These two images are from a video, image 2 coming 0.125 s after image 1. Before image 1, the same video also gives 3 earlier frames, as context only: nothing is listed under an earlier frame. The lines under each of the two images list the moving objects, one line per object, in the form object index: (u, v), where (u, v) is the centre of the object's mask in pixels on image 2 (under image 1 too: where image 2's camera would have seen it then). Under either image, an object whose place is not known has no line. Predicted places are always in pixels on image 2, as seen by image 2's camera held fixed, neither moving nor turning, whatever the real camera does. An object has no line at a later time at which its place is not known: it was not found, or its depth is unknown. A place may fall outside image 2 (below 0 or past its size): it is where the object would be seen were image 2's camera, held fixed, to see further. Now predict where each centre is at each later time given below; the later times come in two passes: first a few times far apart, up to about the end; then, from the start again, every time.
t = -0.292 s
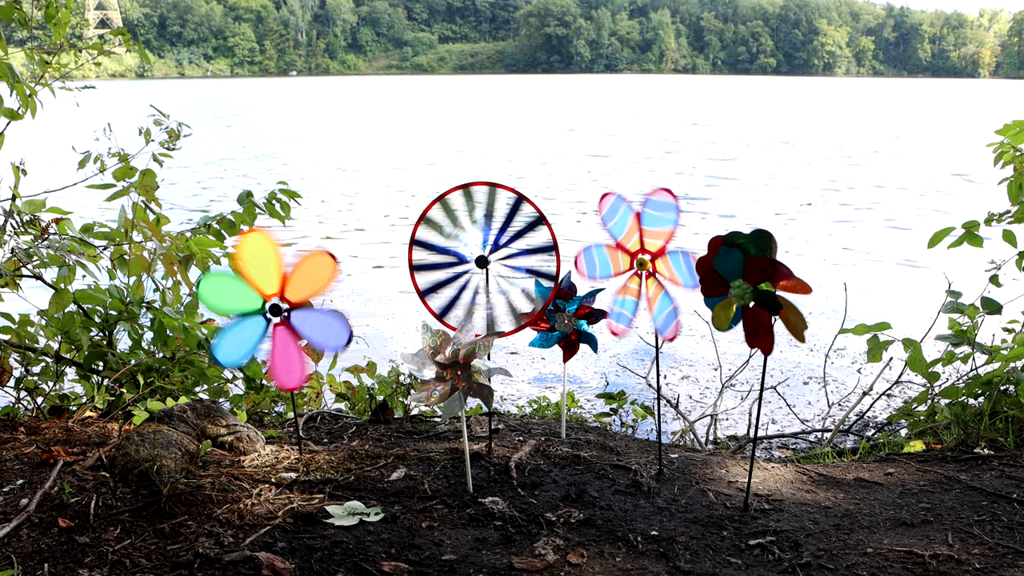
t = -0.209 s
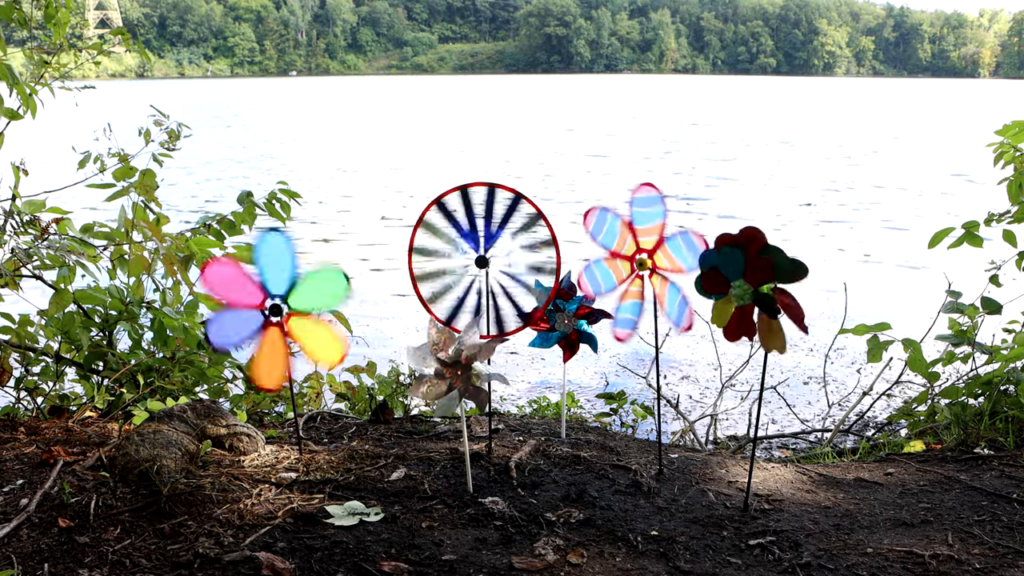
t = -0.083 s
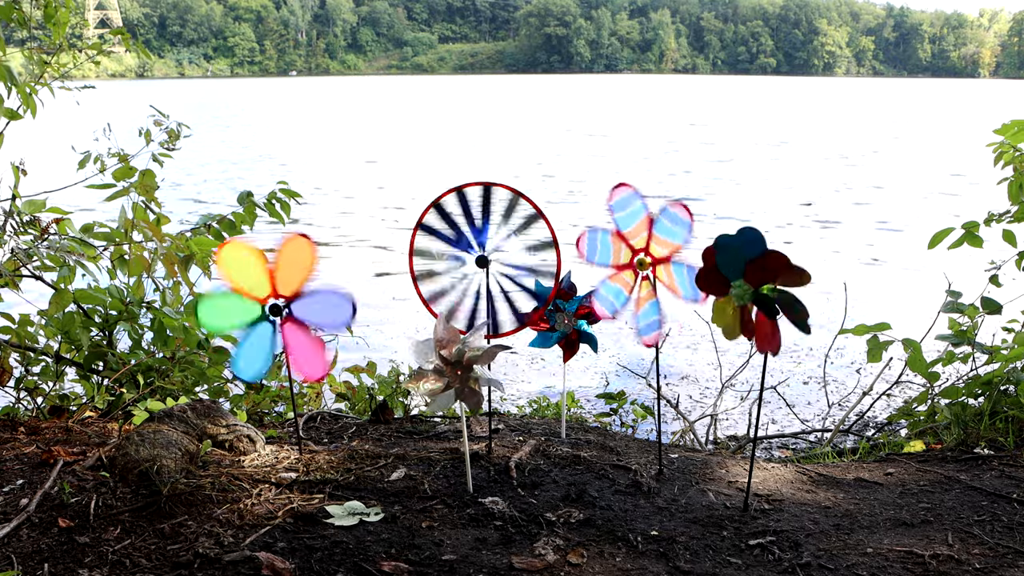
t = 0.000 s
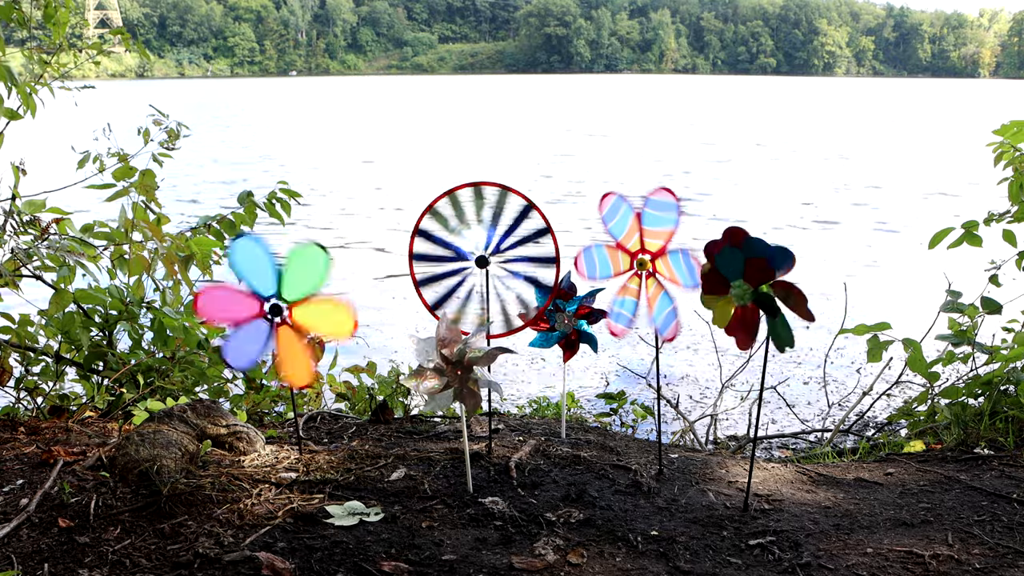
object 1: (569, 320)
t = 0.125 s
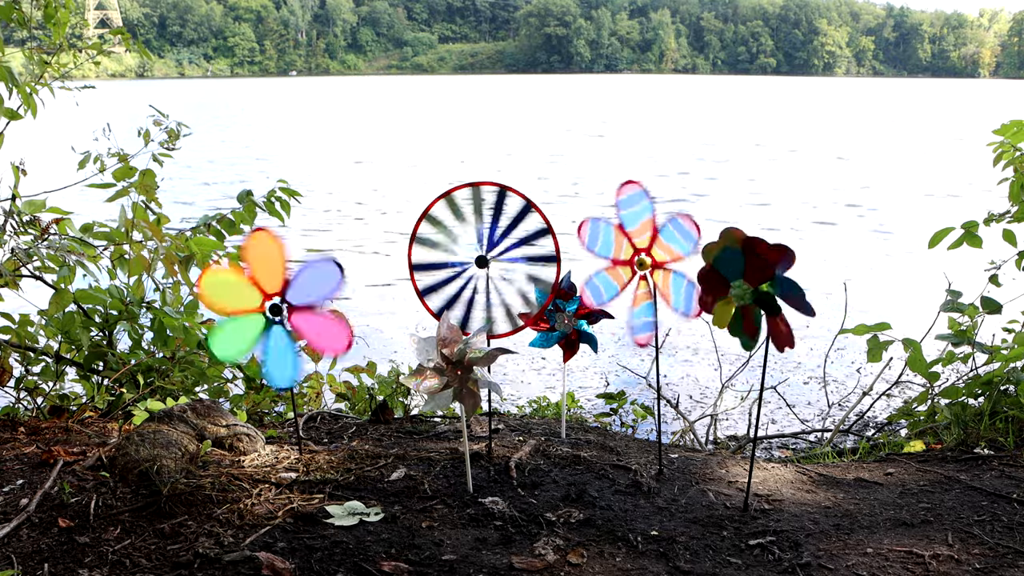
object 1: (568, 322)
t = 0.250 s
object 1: (568, 320)
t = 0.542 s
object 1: (568, 321)
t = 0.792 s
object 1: (567, 321)
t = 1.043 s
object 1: (568, 320)
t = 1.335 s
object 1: (567, 321)
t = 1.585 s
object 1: (569, 320)
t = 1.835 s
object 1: (568, 321)
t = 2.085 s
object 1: (566, 322)
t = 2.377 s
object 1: (569, 320)
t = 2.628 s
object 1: (568, 321)
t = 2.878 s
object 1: (568, 322)
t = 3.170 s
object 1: (568, 320)
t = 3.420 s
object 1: (568, 320)
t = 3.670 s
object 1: (568, 322)
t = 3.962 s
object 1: (568, 320)
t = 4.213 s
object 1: (568, 321)
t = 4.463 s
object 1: (567, 322)
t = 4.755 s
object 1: (568, 320)
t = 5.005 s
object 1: (568, 321)
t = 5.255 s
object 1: (568, 322)
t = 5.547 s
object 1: (567, 321)
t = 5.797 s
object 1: (566, 322)
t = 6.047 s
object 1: (567, 322)
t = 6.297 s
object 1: (568, 320)
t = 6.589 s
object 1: (566, 322)
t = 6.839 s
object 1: (567, 321)
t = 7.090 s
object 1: (565, 323)
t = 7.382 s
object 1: (567, 319)
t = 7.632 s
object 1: (568, 321)
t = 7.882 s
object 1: (567, 319)
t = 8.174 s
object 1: (569, 320)
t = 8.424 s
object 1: (568, 322)
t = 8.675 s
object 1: (568, 321)
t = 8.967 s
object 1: (569, 321)
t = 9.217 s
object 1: (567, 323)
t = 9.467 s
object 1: (568, 321)
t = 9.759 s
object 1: (568, 321)
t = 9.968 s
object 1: (567, 322)
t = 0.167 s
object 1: (564, 319)
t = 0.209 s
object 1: (568, 321)
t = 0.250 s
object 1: (568, 320)
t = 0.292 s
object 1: (568, 321)
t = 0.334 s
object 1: (564, 320)
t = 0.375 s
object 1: (567, 322)
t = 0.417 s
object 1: (566, 321)
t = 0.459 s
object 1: (568, 320)
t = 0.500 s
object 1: (568, 321)
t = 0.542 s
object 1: (568, 321)
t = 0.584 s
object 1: (567, 322)
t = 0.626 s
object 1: (568, 320)
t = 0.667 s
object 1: (568, 320)
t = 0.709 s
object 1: (568, 321)
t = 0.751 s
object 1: (568, 322)
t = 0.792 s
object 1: (567, 321)
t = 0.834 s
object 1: (568, 321)
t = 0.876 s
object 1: (568, 321)
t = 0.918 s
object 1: (568, 322)
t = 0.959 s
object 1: (567, 321)
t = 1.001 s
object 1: (568, 321)
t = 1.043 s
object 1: (568, 320)
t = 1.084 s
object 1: (568, 321)
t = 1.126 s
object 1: (567, 322)
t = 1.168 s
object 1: (568, 321)
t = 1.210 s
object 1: (568, 320)
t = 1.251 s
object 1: (568, 321)
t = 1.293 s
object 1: (567, 322)
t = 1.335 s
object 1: (567, 321)
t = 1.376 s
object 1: (568, 320)
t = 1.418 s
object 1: (568, 321)
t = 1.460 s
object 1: (568, 322)
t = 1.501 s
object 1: (566, 322)
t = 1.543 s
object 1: (568, 321)
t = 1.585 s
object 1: (569, 320)
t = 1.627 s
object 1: (568, 322)
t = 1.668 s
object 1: (567, 322)
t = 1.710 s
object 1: (566, 322)
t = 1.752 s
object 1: (568, 320)
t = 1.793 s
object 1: (568, 321)
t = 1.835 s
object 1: (568, 321)
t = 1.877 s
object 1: (567, 322)
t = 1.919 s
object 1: (568, 320)
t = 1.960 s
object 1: (568, 320)
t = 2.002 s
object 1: (568, 321)
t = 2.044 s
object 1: (568, 322)
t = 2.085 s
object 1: (566, 322)
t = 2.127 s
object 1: (568, 321)
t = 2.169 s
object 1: (568, 320)
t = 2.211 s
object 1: (568, 321)
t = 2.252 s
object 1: (567, 322)
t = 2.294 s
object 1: (566, 322)
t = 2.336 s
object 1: (567, 321)
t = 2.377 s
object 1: (569, 320)
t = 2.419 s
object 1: (568, 322)
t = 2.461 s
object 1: (568, 321)
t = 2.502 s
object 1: (566, 322)
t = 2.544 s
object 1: (568, 320)
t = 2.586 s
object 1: (569, 320)
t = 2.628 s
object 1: (568, 321)
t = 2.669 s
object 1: (568, 322)
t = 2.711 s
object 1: (567, 321)
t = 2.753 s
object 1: (568, 321)
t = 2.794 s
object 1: (568, 320)
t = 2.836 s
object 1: (568, 321)
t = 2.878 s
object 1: (568, 322)
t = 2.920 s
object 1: (566, 322)
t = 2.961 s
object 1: (567, 321)
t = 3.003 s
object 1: (569, 320)
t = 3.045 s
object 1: (568, 321)
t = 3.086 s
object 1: (568, 322)
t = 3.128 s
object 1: (567, 322)
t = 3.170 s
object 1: (568, 320)
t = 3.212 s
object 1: (568, 321)
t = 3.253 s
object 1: (568, 321)
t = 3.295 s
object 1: (568, 322)
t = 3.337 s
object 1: (566, 322)
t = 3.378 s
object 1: (568, 321)
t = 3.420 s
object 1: (568, 320)
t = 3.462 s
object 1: (568, 321)
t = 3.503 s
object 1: (567, 322)
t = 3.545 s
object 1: (567, 321)
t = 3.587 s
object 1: (567, 321)
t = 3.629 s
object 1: (569, 320)
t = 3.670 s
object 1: (568, 322)
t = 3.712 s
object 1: (568, 321)
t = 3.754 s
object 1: (567, 321)
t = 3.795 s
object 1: (569, 320)
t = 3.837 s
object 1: (568, 321)
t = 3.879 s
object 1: (568, 322)
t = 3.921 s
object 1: (566, 322)
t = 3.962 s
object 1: (568, 320)
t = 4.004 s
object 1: (569, 320)
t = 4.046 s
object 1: (568, 321)
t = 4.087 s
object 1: (567, 322)
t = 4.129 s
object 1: (567, 321)
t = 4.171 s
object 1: (568, 320)
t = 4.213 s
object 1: (568, 321)
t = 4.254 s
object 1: (564, 319)
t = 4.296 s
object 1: (567, 322)
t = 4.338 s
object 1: (568, 321)
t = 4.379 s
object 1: (568, 320)
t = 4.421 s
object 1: (568, 321)
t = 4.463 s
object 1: (567, 322)
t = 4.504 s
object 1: (566, 322)
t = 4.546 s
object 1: (567, 321)
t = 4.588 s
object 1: (565, 318)
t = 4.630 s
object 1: (564, 319)
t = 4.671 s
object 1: (568, 322)
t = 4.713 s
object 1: (567, 321)
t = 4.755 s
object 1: (568, 320)
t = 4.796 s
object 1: (568, 321)
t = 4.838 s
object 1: (568, 322)
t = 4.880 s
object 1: (567, 322)
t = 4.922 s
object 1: (565, 319)
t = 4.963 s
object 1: (568, 321)
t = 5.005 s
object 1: (568, 321)
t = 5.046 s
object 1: (567, 322)
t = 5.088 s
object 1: (566, 321)
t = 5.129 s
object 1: (567, 321)
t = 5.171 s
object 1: (568, 321)
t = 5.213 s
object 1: (568, 321)
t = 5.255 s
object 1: (568, 322)
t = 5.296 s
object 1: (567, 322)
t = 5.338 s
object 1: (567, 321)
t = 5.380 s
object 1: (568, 321)
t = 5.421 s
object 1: (568, 321)
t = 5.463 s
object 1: (567, 322)
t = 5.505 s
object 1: (567, 322)
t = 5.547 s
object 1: (567, 321)
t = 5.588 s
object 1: (567, 321)
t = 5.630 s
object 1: (568, 321)
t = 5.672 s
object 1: (568, 321)
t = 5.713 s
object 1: (567, 322)
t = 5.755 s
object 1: (563, 319)
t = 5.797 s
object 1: (566, 322)
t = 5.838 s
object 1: (564, 319)
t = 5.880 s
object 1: (568, 321)
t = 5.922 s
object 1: (568, 321)
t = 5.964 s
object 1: (567, 322)
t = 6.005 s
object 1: (567, 322)
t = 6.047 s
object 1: (567, 322)
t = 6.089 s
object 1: (567, 321)
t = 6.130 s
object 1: (568, 322)
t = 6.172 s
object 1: (568, 322)
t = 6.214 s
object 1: (568, 322)
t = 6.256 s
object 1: (567, 322)
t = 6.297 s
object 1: (568, 320)
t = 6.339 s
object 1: (568, 320)
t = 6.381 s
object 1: (567, 320)
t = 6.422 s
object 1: (568, 320)
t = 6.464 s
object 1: (568, 320)
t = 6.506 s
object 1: (567, 321)
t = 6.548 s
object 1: (567, 322)
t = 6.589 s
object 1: (566, 322)
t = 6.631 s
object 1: (566, 322)
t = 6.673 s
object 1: (565, 322)
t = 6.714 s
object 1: (566, 321)
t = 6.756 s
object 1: (566, 321)
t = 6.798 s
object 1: (566, 321)
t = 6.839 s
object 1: (567, 321)
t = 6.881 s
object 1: (567, 321)
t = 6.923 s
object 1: (566, 322)
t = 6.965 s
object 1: (566, 322)
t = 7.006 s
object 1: (566, 322)
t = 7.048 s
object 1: (567, 322)
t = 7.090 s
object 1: (565, 323)
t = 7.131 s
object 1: (565, 322)
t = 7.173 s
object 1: (562, 319)
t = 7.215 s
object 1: (560, 319)
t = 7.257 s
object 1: (566, 319)
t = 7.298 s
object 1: (567, 319)
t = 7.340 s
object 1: (566, 320)
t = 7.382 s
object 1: (567, 319)
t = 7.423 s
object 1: (567, 320)
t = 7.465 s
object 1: (563, 317)
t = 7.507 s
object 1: (567, 320)
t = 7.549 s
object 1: (568, 320)
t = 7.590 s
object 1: (568, 320)
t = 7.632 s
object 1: (568, 321)
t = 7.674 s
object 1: (568, 320)
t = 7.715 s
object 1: (567, 320)
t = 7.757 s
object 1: (567, 321)
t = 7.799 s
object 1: (567, 319)
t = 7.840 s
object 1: (567, 319)
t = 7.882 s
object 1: (567, 319)
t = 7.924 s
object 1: (568, 319)
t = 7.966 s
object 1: (568, 319)
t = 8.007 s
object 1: (568, 319)
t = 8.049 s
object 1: (568, 319)
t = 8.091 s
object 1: (568, 319)
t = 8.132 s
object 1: (568, 319)
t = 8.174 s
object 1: (569, 320)
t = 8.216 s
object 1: (568, 320)
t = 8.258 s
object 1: (568, 321)
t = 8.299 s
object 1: (568, 321)
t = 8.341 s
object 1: (568, 321)
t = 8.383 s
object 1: (568, 321)
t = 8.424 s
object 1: (568, 322)
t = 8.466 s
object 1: (567, 320)
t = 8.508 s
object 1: (568, 320)
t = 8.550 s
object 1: (567, 321)
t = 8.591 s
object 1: (567, 321)
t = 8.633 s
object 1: (568, 321)
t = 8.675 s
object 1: (568, 321)
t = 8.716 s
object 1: (569, 320)
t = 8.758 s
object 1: (568, 320)
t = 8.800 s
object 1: (568, 319)
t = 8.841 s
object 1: (569, 319)
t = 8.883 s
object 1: (569, 319)
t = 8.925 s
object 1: (569, 320)
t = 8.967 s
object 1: (569, 321)
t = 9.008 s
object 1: (568, 321)
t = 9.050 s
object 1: (568, 322)
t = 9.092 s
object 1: (567, 322)
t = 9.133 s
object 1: (567, 322)
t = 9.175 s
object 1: (567, 322)
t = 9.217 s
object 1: (567, 323)
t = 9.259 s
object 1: (564, 319)
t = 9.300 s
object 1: (566, 321)
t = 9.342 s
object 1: (566, 321)
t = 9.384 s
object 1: (564, 318)
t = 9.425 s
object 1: (568, 321)
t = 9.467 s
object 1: (568, 321)
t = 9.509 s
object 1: (569, 320)
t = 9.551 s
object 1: (569, 321)
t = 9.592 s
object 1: (568, 321)
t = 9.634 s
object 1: (568, 322)
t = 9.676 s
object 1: (568, 322)
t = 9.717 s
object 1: (568, 321)
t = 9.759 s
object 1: (568, 321)
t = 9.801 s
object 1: (568, 322)
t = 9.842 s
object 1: (568, 321)
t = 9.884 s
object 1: (568, 322)
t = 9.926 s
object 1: (567, 322)
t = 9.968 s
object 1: (567, 322)
